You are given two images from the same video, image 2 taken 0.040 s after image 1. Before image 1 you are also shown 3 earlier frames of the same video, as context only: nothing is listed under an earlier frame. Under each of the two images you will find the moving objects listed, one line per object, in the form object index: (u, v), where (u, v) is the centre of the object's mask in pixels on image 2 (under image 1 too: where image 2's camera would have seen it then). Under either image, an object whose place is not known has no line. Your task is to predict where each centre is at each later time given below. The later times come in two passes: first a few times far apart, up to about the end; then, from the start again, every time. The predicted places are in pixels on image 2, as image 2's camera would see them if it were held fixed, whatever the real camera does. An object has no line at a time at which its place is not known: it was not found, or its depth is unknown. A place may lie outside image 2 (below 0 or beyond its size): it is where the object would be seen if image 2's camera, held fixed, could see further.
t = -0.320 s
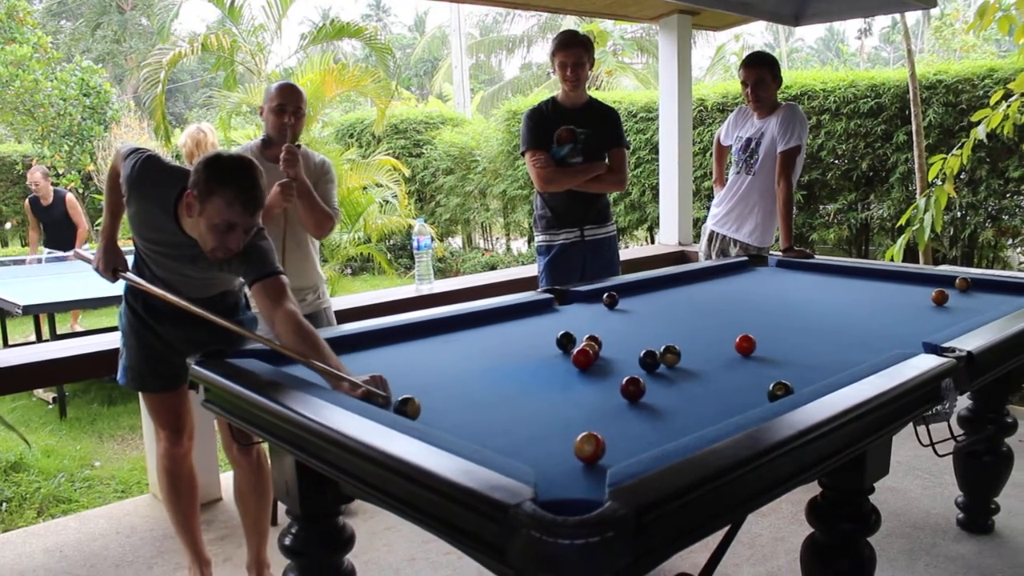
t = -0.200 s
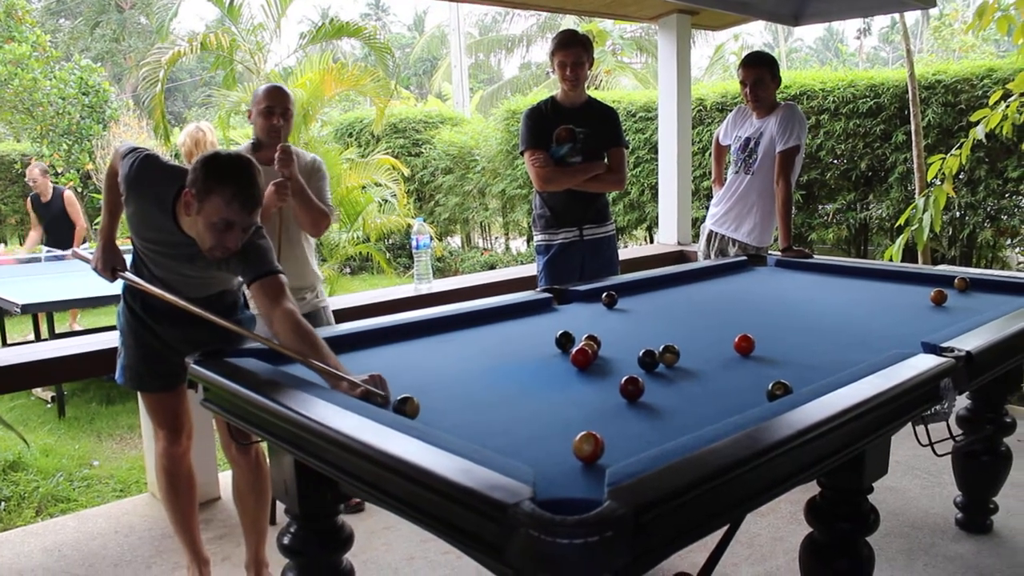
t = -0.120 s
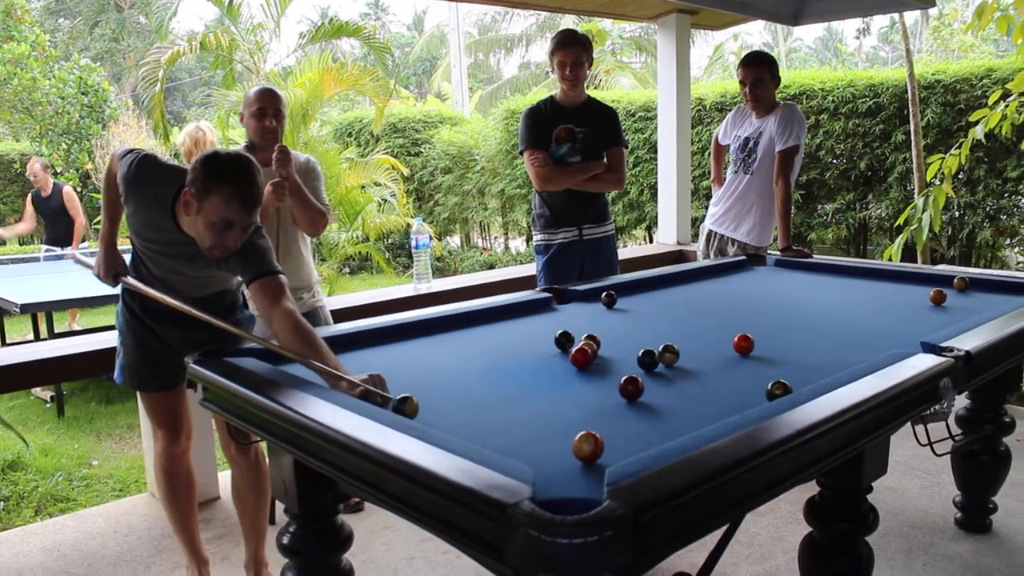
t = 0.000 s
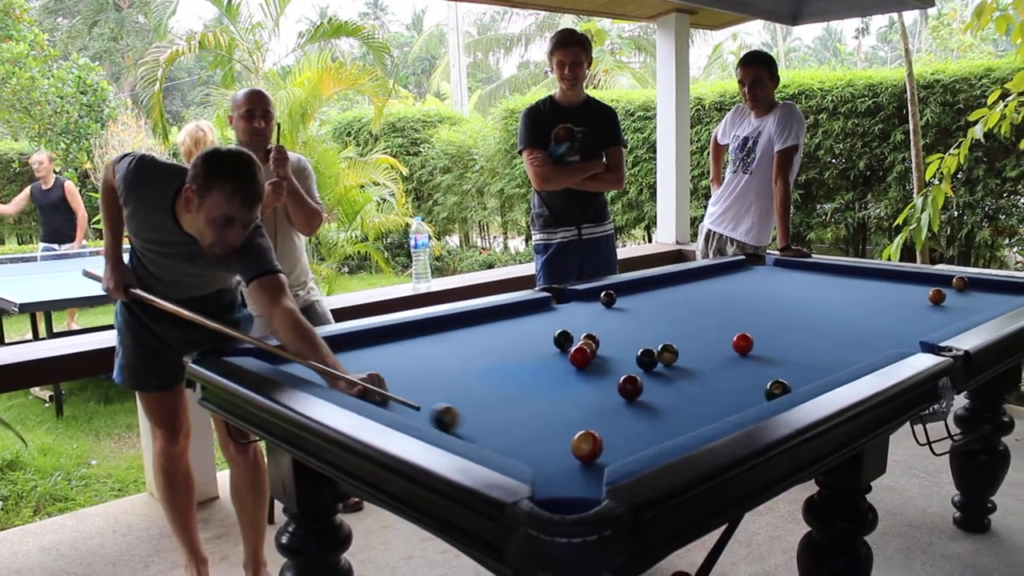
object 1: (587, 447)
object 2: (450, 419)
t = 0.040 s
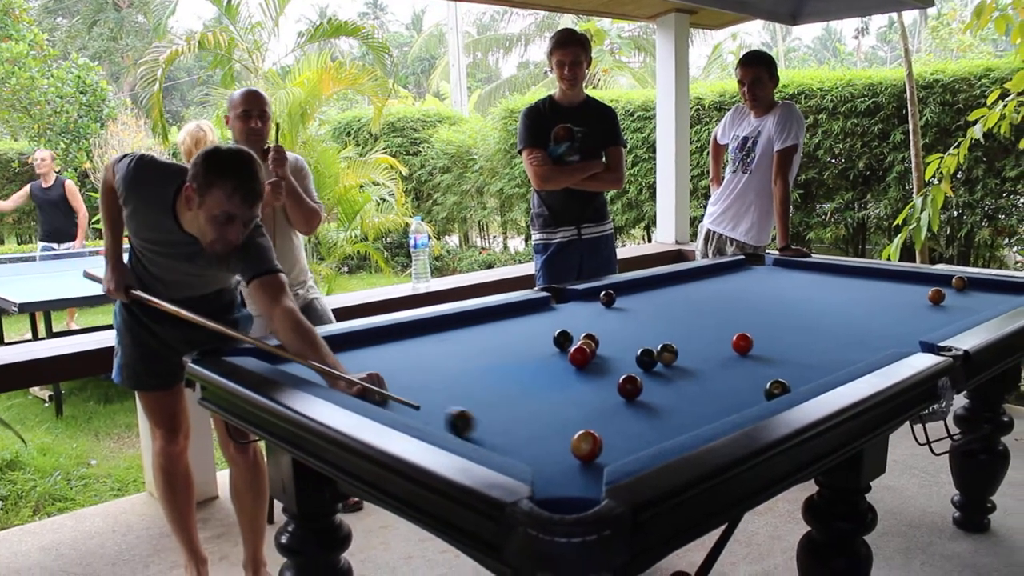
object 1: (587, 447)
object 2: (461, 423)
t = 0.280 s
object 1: (595, 447)
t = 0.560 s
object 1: (639, 440)
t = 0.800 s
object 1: (631, 432)
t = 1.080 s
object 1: (623, 421)
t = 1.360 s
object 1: (617, 412)
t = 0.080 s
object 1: (587, 447)
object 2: (481, 426)
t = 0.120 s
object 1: (587, 447)
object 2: (493, 430)
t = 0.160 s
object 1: (587, 447)
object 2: (509, 434)
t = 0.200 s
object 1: (587, 447)
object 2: (526, 439)
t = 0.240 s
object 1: (587, 447)
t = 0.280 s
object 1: (595, 447)
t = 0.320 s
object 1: (610, 448)
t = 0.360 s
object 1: (622, 446)
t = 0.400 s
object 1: (632, 445)
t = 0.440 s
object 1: (643, 443)
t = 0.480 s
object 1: (643, 443)
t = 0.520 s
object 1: (641, 442)
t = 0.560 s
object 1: (639, 440)
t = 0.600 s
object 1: (638, 440)
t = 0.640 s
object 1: (636, 439)
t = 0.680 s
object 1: (635, 437)
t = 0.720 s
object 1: (633, 435)
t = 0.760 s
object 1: (632, 433)
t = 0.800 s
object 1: (631, 432)
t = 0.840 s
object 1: (629, 430)
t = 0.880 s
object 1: (628, 428)
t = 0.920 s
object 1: (627, 427)
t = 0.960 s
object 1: (626, 426)
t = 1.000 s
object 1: (625, 424)
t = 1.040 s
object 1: (624, 424)
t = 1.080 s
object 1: (623, 421)
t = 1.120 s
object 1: (622, 420)
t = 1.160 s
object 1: (621, 418)
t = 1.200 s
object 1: (620, 417)
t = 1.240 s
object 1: (619, 415)
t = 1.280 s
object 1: (619, 414)
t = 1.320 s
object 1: (618, 413)
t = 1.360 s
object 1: (617, 412)
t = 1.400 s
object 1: (616, 410)
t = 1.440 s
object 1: (616, 409)
